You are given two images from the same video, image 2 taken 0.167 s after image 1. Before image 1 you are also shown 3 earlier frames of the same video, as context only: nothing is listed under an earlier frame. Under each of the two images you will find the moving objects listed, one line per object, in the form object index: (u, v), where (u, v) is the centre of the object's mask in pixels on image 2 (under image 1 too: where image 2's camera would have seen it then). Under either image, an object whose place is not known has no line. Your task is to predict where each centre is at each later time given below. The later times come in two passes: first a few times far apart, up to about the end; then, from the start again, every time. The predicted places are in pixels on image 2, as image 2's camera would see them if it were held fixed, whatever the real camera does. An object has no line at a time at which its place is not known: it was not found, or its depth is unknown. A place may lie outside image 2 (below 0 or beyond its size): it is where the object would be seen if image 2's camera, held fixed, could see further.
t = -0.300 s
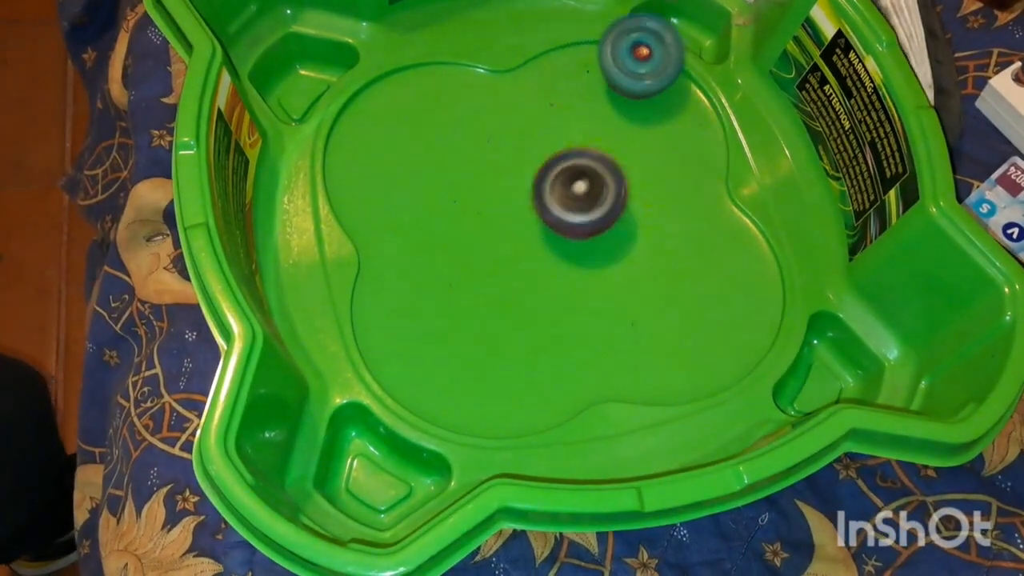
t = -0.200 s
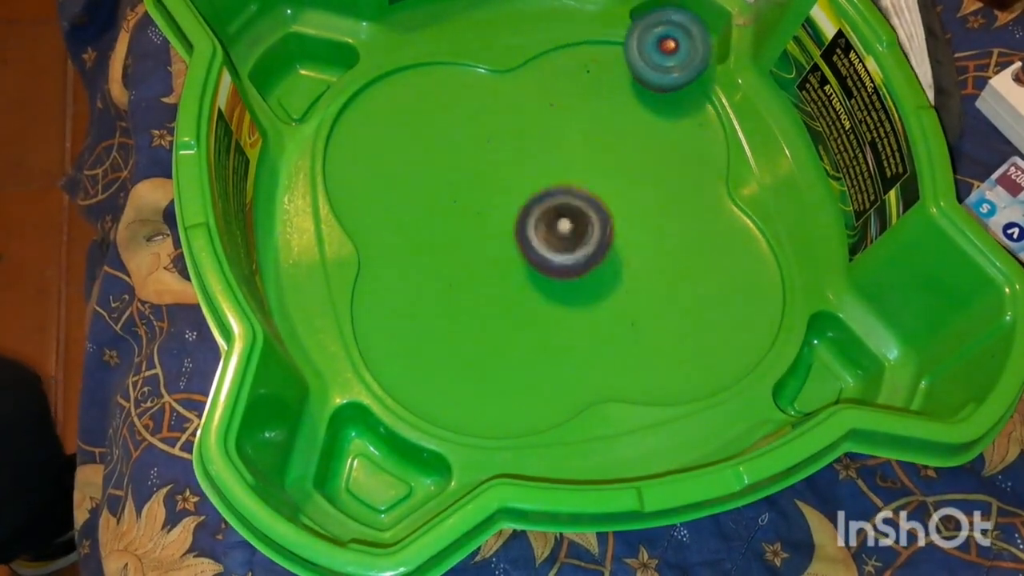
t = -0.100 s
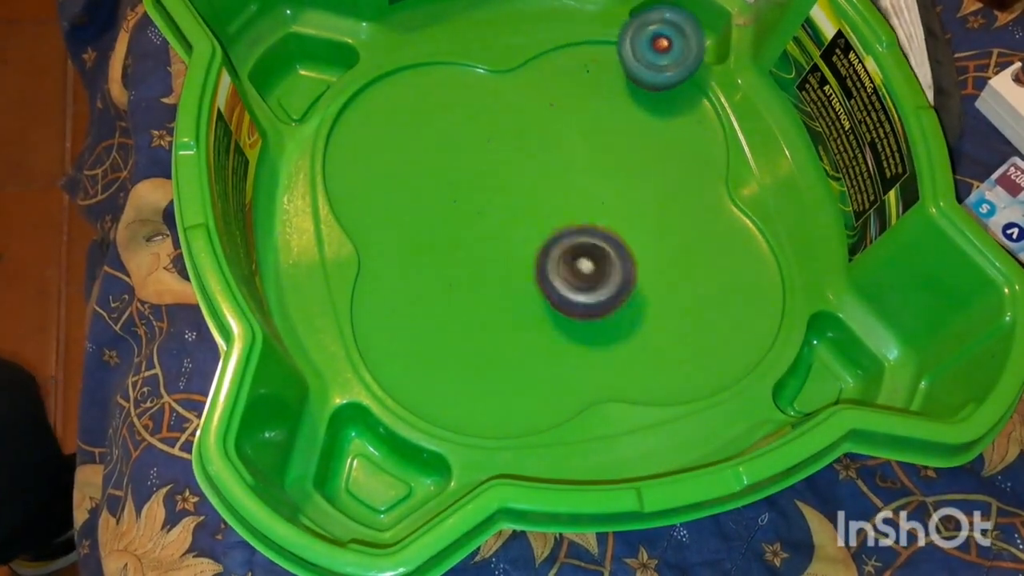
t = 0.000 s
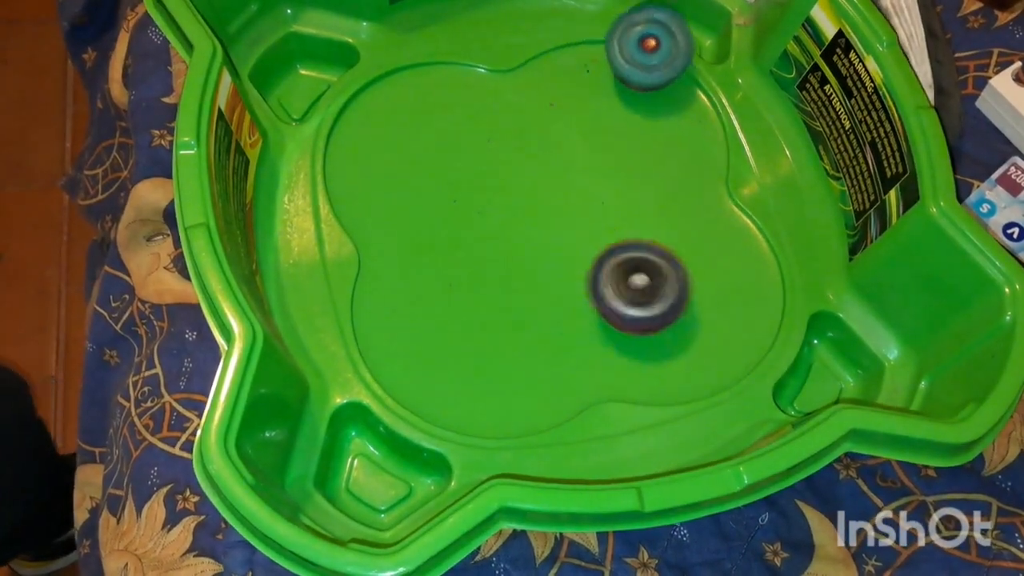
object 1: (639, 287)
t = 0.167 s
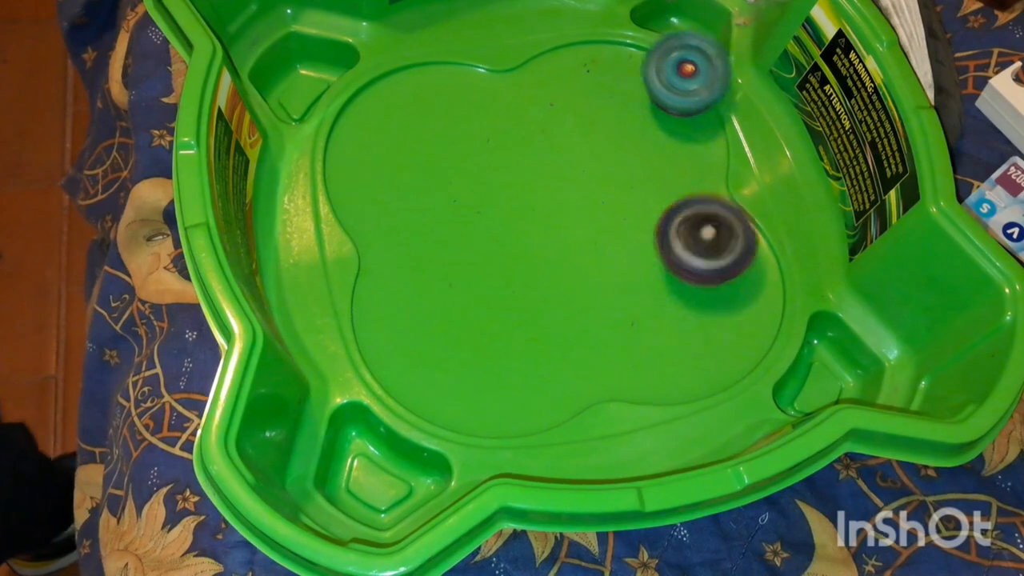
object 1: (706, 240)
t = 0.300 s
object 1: (691, 164)
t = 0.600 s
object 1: (449, 261)
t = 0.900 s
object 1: (468, 375)
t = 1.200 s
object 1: (593, 243)
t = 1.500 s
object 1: (512, 32)
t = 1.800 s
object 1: (524, 44)
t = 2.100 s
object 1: (540, 91)
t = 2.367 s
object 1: (565, 134)
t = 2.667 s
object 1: (627, 115)
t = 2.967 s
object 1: (616, 105)
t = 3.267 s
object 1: (578, 174)
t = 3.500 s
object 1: (599, 176)
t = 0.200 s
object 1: (709, 222)
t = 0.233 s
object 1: (708, 203)
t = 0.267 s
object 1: (701, 184)
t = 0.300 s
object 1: (691, 164)
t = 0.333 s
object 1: (669, 158)
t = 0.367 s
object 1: (634, 172)
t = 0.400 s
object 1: (598, 184)
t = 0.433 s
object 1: (565, 194)
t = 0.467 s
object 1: (535, 204)
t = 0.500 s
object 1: (508, 214)
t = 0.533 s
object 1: (484, 227)
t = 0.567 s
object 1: (464, 243)
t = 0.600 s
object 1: (449, 261)
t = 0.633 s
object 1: (438, 280)
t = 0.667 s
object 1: (430, 302)
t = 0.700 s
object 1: (427, 322)
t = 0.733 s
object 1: (426, 341)
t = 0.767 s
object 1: (427, 359)
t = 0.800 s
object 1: (431, 374)
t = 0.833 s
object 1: (441, 380)
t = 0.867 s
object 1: (455, 379)
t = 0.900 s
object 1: (468, 375)
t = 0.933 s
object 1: (483, 369)
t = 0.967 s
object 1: (497, 363)
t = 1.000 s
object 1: (512, 352)
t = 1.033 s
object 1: (527, 340)
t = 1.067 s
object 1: (542, 326)
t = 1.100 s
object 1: (557, 310)
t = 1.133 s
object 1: (570, 290)
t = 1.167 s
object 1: (583, 268)
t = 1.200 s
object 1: (593, 243)
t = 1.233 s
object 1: (597, 214)
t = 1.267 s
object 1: (597, 184)
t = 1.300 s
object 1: (591, 154)
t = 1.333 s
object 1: (582, 127)
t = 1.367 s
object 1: (569, 98)
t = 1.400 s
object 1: (556, 76)
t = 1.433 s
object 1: (541, 55)
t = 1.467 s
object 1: (526, 38)
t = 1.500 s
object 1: (512, 32)
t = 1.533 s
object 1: (500, 27)
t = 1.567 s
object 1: (491, 22)
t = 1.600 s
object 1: (489, 23)
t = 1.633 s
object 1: (488, 28)
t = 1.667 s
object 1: (490, 33)
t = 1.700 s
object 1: (497, 36)
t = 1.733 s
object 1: (507, 39)
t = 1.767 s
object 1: (517, 41)
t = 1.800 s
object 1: (524, 44)
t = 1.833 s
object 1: (531, 54)
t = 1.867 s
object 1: (538, 62)
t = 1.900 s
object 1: (542, 71)
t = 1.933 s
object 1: (545, 77)
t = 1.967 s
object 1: (545, 82)
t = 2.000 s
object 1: (544, 85)
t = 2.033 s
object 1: (543, 87)
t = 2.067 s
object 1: (541, 89)
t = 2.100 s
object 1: (540, 91)
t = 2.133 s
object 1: (540, 94)
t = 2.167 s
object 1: (540, 99)
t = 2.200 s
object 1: (541, 104)
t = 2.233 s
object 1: (543, 111)
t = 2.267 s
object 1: (546, 117)
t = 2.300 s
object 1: (551, 123)
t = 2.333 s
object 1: (558, 129)
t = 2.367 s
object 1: (565, 134)
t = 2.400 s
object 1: (574, 136)
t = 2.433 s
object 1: (582, 135)
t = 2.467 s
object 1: (590, 133)
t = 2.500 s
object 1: (599, 131)
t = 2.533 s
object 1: (607, 128)
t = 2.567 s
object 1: (614, 126)
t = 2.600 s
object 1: (618, 122)
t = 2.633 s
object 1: (623, 118)
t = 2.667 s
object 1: (627, 115)
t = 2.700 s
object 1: (629, 112)
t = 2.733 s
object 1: (630, 109)
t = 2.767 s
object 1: (631, 107)
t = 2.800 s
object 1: (630, 105)
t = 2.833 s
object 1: (629, 103)
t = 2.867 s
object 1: (627, 102)
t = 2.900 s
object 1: (624, 103)
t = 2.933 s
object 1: (620, 103)
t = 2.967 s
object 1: (616, 105)
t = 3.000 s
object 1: (611, 108)
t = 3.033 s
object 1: (604, 112)
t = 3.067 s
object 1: (598, 116)
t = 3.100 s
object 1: (593, 123)
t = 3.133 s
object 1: (586, 132)
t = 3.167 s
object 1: (579, 143)
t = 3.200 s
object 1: (574, 154)
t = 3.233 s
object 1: (574, 164)
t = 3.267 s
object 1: (578, 174)
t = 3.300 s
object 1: (584, 184)
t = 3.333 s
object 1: (590, 191)
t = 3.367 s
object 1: (593, 192)
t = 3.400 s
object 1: (594, 190)
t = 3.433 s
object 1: (594, 185)
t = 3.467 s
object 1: (596, 180)
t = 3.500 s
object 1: (599, 176)
